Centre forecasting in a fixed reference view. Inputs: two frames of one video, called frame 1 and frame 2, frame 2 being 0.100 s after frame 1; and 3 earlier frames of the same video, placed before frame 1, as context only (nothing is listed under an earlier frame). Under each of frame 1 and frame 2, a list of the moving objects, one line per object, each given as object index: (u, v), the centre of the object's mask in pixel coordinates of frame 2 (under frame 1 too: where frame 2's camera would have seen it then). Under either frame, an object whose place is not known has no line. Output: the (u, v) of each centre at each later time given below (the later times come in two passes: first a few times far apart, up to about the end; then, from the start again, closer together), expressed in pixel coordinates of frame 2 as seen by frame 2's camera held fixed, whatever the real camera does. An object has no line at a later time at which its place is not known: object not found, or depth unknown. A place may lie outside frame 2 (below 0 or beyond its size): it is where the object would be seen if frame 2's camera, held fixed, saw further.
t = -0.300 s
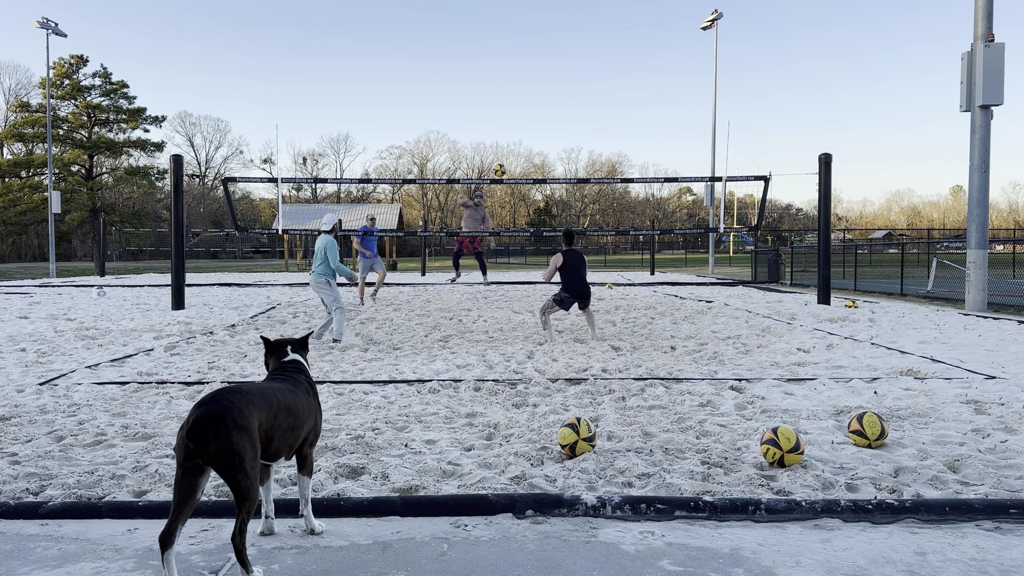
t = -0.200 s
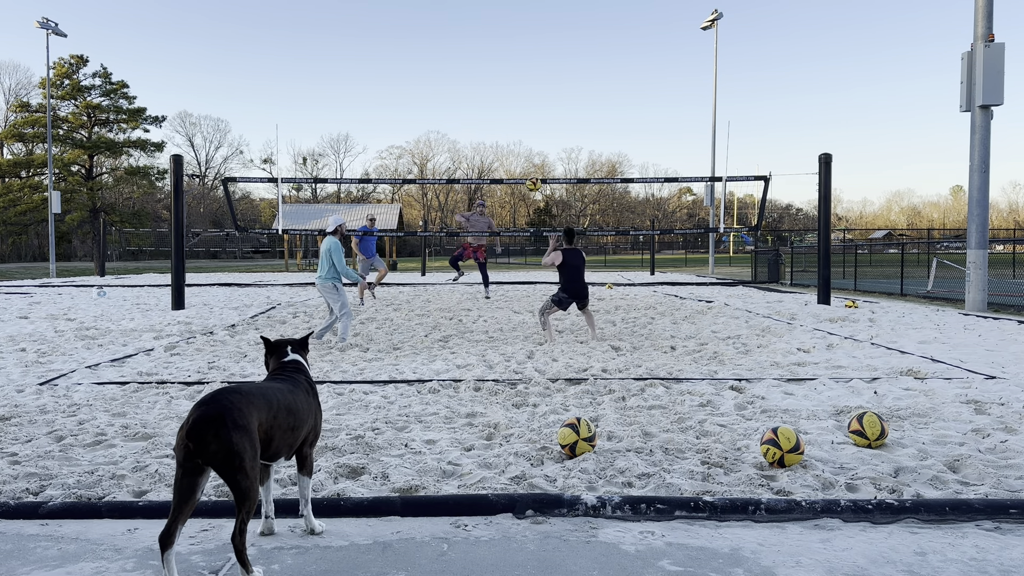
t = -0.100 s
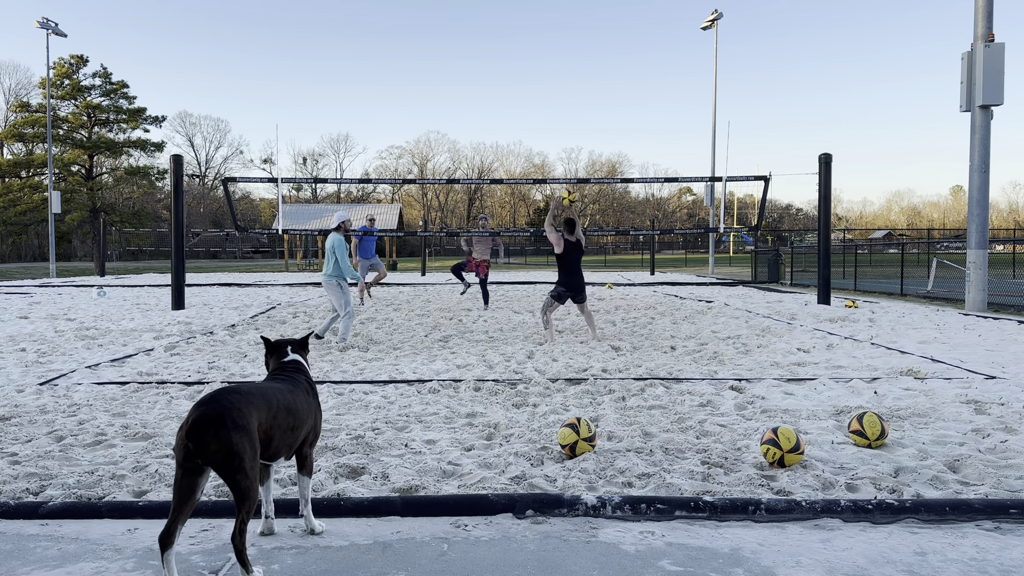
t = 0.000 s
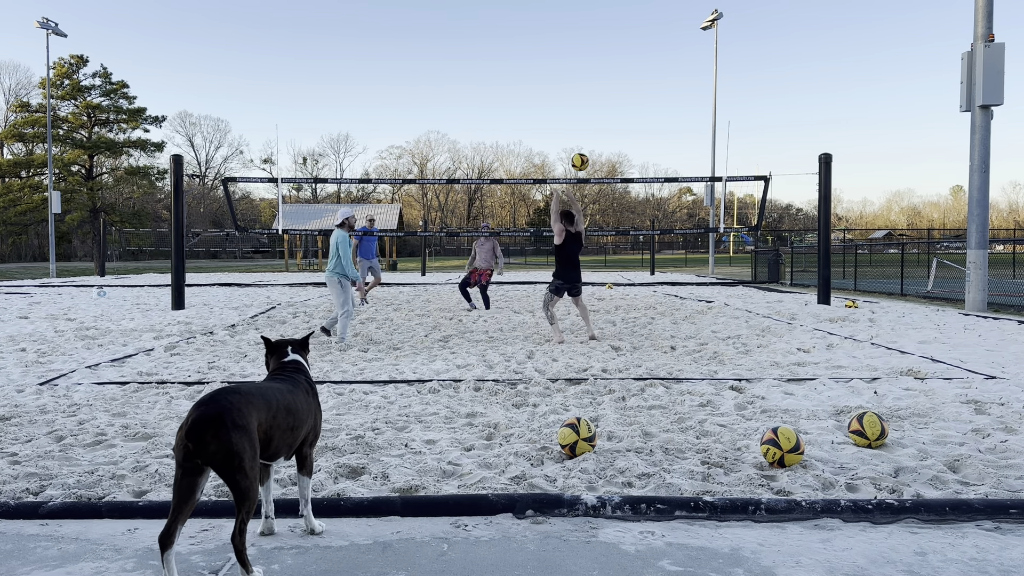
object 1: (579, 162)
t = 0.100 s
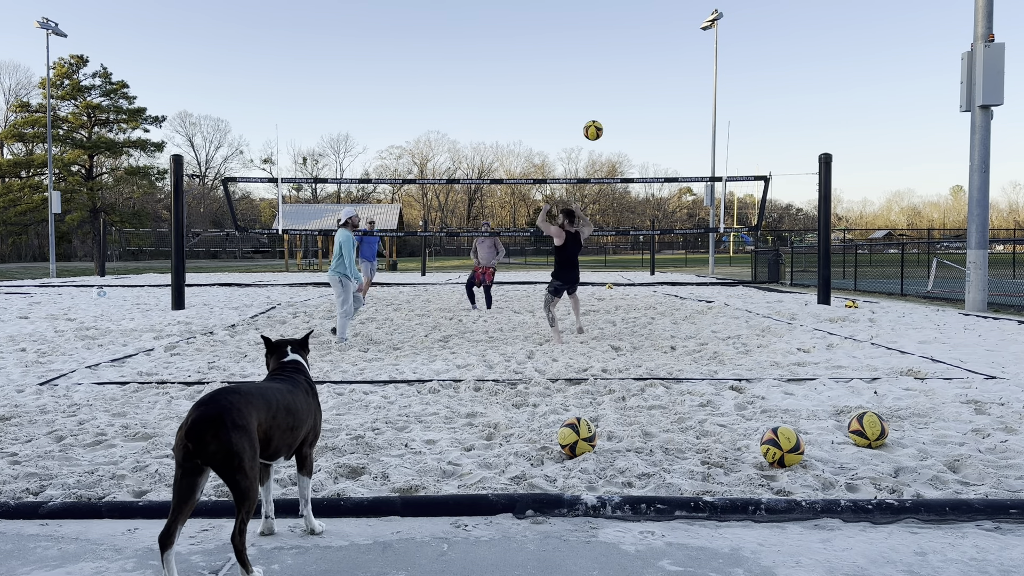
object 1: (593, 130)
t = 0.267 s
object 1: (622, 92)
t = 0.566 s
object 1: (708, 105)
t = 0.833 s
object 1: (861, 323)
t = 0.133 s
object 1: (598, 121)
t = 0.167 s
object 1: (603, 113)
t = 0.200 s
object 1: (609, 105)
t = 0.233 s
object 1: (615, 98)
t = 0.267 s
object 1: (622, 92)
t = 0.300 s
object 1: (629, 87)
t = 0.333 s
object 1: (637, 84)
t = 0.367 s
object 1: (645, 82)
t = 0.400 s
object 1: (653, 81)
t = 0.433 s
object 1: (663, 82)
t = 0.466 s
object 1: (673, 84)
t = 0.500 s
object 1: (684, 89)
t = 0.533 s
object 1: (695, 96)
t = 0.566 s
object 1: (708, 105)
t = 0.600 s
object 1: (722, 118)
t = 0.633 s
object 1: (736, 133)
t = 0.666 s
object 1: (752, 152)
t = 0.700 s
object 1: (770, 176)
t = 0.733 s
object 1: (789, 203)
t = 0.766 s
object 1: (811, 237)
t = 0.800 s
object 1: (835, 277)
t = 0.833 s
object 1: (861, 323)
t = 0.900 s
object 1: (923, 445)
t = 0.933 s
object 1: (960, 520)
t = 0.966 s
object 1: (996, 493)
